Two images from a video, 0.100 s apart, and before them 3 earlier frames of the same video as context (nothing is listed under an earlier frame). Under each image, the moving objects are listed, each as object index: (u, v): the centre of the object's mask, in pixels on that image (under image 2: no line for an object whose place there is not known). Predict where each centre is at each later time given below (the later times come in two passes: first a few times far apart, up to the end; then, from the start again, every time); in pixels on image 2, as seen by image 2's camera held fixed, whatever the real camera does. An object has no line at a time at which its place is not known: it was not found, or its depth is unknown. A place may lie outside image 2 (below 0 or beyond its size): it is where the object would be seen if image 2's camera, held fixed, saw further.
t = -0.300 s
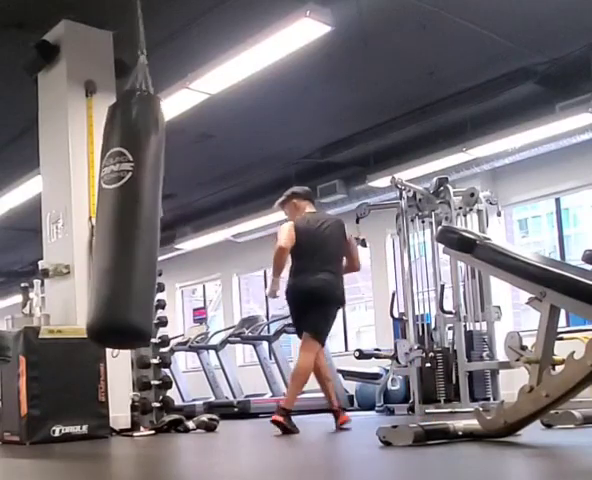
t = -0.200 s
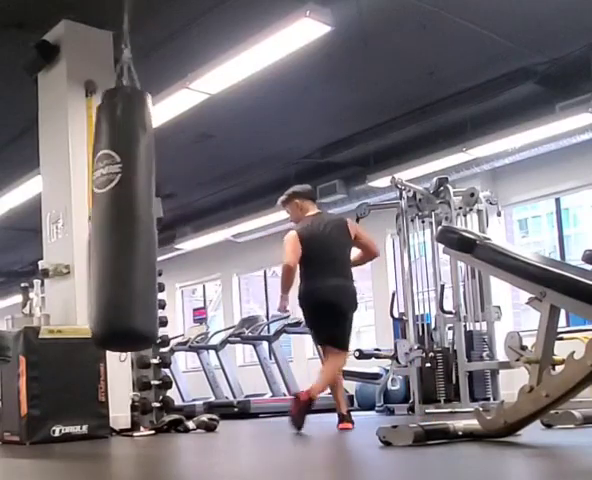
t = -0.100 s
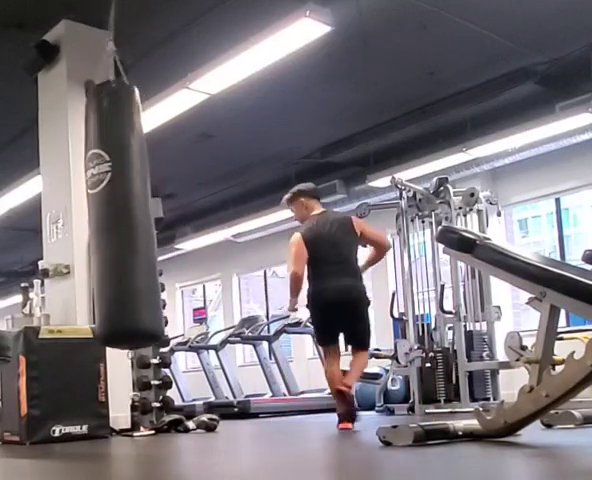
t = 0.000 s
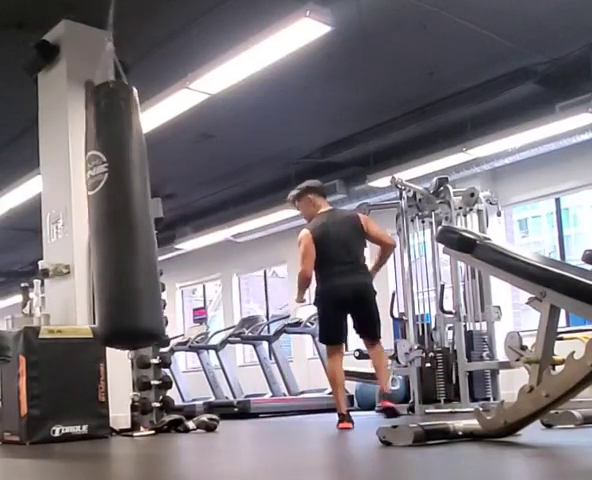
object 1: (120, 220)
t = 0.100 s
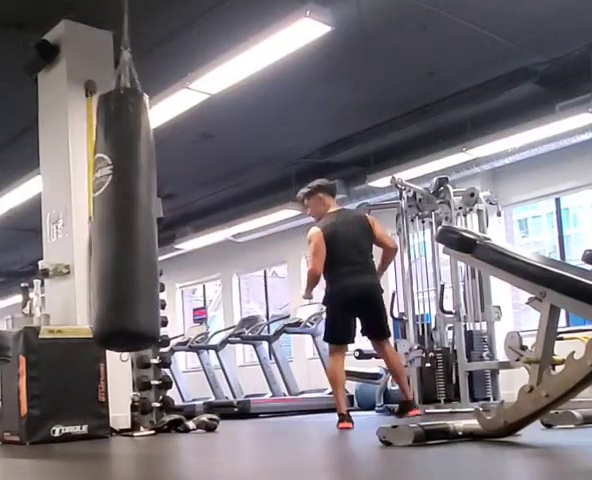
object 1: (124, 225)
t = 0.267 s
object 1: (130, 224)
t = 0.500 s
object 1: (136, 223)
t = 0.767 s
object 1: (151, 228)
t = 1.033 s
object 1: (156, 230)
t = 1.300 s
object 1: (163, 230)
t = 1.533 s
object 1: (162, 232)
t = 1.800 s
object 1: (153, 227)
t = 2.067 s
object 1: (145, 227)
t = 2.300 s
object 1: (133, 222)
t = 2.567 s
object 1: (127, 223)
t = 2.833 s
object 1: (122, 220)
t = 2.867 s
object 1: (122, 220)
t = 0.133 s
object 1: (126, 225)
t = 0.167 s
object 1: (127, 225)
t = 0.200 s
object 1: (128, 225)
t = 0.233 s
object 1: (129, 224)
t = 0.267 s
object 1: (130, 224)
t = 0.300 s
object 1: (131, 224)
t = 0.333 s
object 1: (132, 225)
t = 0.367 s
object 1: (133, 226)
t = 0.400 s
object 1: (133, 226)
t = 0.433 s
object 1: (134, 226)
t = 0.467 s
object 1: (135, 224)
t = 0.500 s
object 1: (136, 223)
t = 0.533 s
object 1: (137, 223)
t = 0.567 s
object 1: (138, 224)
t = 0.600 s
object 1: (140, 224)
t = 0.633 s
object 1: (142, 225)
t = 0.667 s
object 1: (145, 227)
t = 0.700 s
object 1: (147, 228)
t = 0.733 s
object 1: (149, 228)
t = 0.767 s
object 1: (151, 228)
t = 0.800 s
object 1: (153, 228)
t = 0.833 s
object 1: (154, 228)
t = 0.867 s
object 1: (155, 228)
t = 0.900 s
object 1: (156, 228)
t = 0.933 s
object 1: (156, 228)
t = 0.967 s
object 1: (157, 230)
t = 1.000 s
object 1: (157, 230)
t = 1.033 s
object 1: (156, 230)
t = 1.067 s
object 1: (157, 230)
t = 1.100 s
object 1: (158, 228)
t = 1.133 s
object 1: (158, 228)
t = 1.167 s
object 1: (159, 228)
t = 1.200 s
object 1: (160, 228)
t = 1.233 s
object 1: (161, 229)
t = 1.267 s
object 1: (162, 229)
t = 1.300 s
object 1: (163, 230)
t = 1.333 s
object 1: (163, 230)
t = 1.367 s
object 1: (164, 231)
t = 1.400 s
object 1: (164, 231)
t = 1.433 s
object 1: (164, 231)
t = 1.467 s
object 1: (163, 231)
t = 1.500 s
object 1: (163, 232)
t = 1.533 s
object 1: (162, 232)
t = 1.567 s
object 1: (160, 231)
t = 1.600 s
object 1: (159, 231)
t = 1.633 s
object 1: (158, 230)
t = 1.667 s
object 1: (157, 229)
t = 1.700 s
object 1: (155, 228)
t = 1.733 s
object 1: (155, 228)
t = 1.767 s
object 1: (153, 228)
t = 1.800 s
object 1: (153, 227)
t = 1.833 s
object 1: (152, 228)
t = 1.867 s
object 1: (152, 228)
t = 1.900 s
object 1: (151, 228)
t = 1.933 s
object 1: (150, 229)
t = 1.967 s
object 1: (149, 228)
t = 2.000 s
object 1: (148, 228)
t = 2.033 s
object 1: (147, 228)
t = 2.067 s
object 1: (145, 227)
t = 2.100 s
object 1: (143, 227)
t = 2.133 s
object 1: (142, 227)
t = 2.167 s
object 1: (140, 226)
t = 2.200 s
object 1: (138, 225)
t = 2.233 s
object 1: (136, 224)
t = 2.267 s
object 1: (134, 222)
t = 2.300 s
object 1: (133, 222)
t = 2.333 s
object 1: (131, 222)
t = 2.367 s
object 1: (131, 222)
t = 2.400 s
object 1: (130, 223)
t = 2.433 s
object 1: (129, 223)
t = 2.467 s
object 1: (129, 223)
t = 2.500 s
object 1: (128, 224)
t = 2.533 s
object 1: (128, 223)
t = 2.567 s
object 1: (127, 223)
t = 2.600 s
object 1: (126, 223)
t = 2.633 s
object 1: (126, 223)
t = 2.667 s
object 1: (125, 223)
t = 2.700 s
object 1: (124, 223)
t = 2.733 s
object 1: (124, 222)
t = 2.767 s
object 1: (123, 222)
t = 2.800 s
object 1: (123, 221)
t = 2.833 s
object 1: (122, 220)
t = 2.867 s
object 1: (122, 220)
